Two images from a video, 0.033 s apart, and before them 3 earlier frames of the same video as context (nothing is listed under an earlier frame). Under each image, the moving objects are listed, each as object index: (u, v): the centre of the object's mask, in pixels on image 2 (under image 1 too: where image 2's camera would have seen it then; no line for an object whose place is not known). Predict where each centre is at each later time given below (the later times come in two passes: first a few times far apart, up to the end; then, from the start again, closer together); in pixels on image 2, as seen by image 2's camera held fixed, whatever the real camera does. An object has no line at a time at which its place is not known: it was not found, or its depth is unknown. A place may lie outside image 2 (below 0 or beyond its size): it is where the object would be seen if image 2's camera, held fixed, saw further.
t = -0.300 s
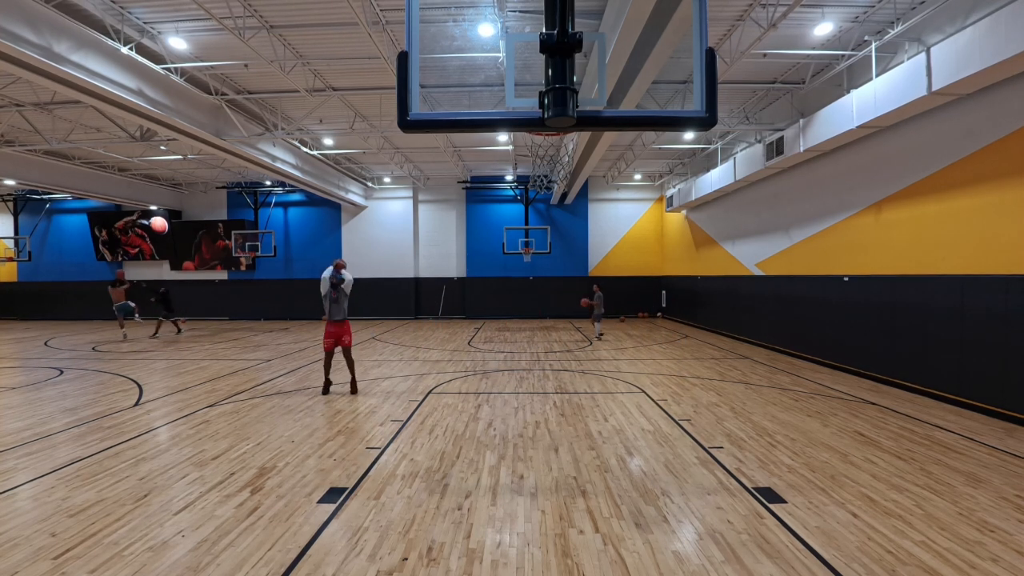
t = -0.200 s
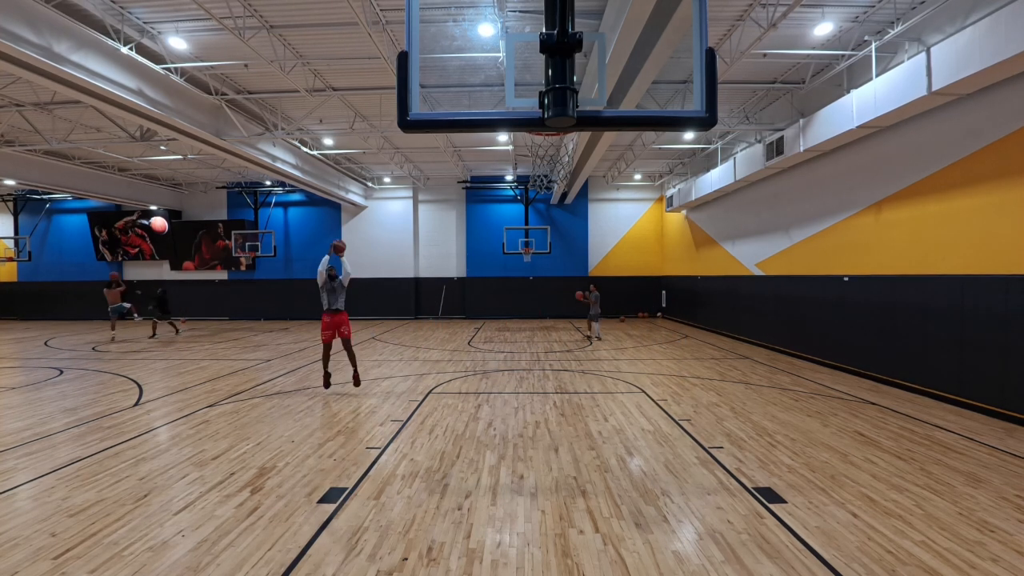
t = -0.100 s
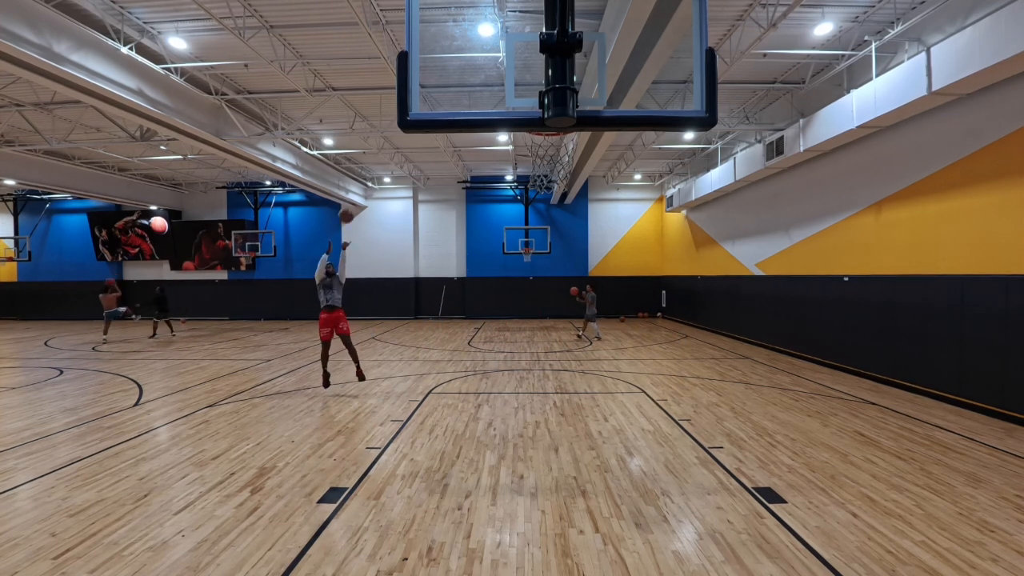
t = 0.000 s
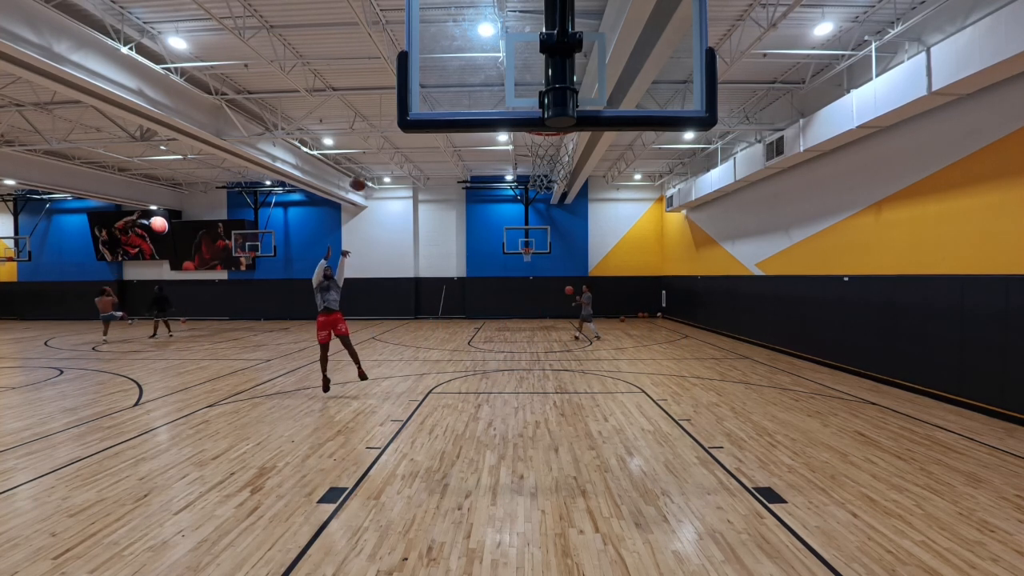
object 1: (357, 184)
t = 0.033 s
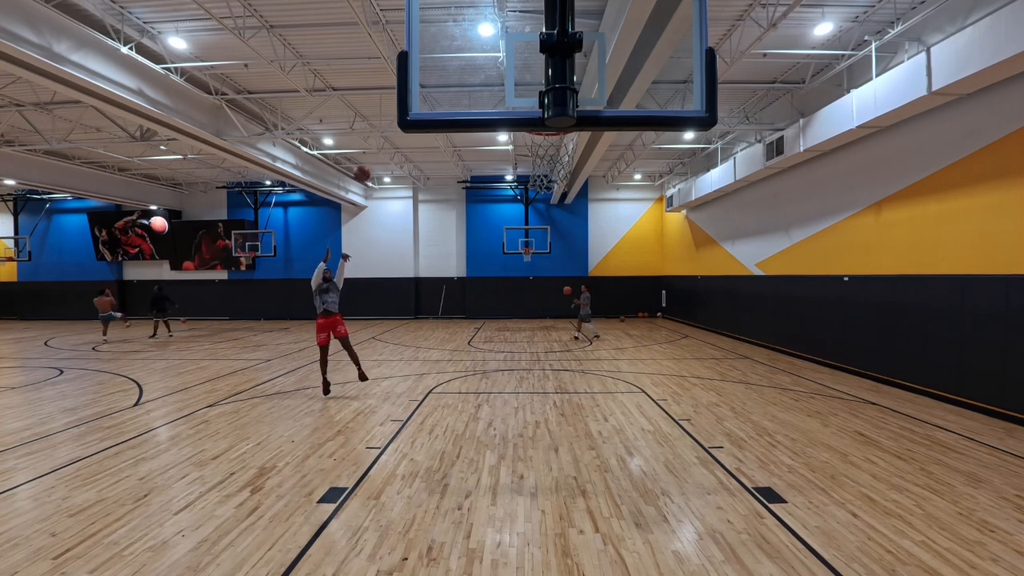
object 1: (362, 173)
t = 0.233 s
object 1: (390, 120)
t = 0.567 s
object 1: (470, 76)
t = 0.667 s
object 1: (499, 81)
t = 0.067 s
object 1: (366, 164)
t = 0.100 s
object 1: (371, 154)
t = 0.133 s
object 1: (375, 145)
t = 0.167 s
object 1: (381, 136)
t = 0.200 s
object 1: (386, 128)
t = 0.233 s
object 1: (390, 120)
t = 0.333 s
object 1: (420, 99)
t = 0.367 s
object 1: (423, 94)
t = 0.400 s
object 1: (427, 89)
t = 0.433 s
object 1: (433, 85)
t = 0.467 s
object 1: (441, 81)
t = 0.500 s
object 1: (450, 78)
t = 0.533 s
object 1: (460, 77)
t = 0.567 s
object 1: (470, 76)
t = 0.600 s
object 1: (480, 77)
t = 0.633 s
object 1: (492, 78)
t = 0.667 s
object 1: (499, 81)
